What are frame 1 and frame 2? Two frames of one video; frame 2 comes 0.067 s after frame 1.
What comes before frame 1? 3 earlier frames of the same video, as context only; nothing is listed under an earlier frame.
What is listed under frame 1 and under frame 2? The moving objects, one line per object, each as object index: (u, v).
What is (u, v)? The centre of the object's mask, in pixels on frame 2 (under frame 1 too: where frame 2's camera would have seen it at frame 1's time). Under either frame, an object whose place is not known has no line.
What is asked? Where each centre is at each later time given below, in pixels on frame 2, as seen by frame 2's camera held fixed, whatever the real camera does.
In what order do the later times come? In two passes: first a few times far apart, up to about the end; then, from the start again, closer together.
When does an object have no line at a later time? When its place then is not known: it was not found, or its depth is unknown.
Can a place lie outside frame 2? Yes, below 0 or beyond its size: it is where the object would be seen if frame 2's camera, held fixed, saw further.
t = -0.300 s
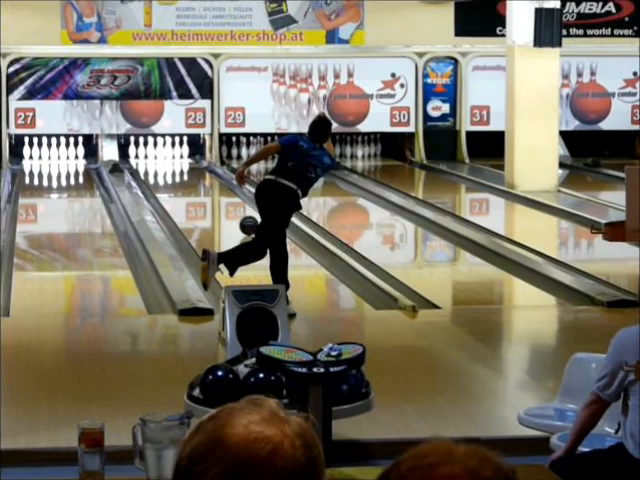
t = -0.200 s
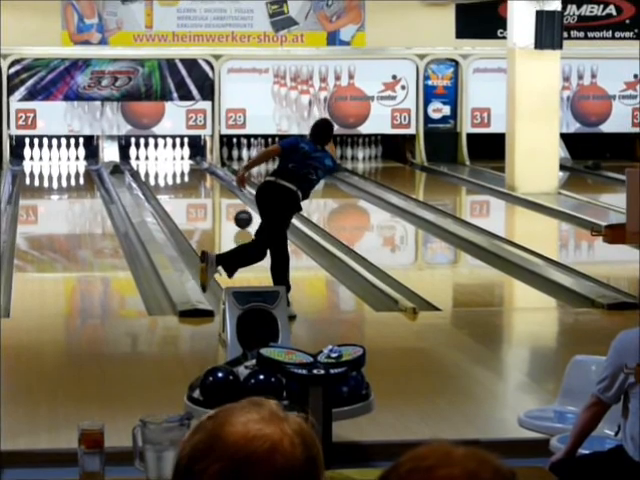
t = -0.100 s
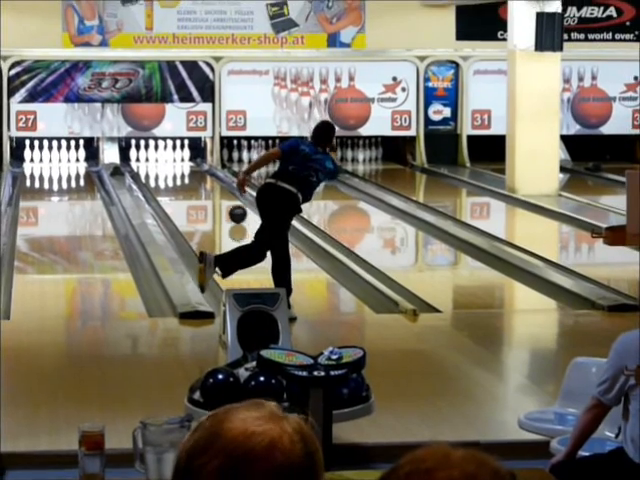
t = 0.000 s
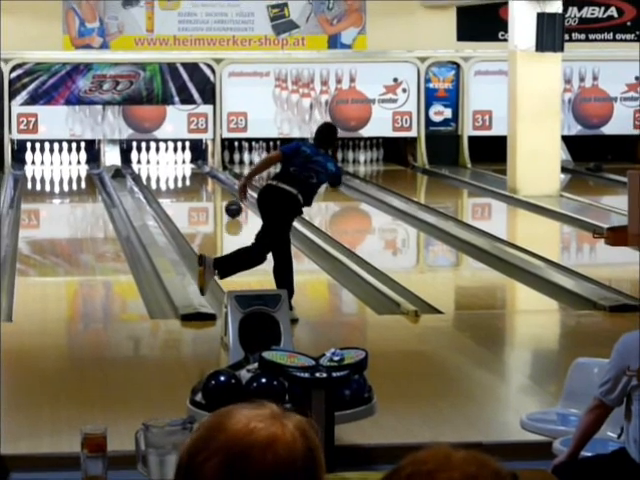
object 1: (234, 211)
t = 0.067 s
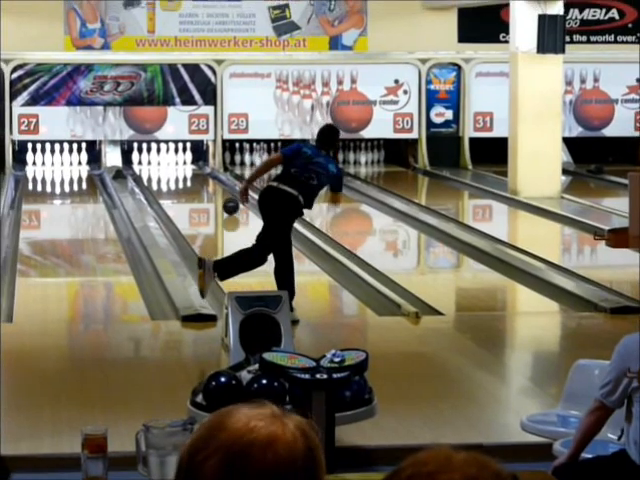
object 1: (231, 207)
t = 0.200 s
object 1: (224, 200)
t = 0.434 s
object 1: (213, 192)
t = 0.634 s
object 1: (204, 180)
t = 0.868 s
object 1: (191, 171)
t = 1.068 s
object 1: (177, 166)
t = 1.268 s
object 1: (165, 161)
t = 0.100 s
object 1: (229, 205)
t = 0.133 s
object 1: (228, 203)
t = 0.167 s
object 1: (226, 202)
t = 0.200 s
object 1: (224, 200)
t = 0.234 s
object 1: (222, 198)
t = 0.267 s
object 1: (221, 197)
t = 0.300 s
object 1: (220, 195)
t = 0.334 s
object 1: (218, 195)
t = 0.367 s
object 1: (216, 195)
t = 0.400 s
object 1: (215, 194)
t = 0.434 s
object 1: (213, 192)
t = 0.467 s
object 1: (212, 188)
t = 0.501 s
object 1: (210, 186)
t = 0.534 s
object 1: (208, 185)
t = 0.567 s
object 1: (207, 183)
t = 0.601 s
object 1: (205, 182)
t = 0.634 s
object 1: (204, 180)
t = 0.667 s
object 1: (202, 179)
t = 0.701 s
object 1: (200, 177)
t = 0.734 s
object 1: (199, 177)
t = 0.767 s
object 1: (197, 175)
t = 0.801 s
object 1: (195, 174)
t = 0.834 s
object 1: (193, 172)
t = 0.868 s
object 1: (191, 171)
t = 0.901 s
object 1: (189, 171)
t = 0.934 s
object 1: (187, 169)
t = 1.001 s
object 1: (182, 167)
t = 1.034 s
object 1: (180, 166)
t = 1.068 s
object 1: (177, 166)
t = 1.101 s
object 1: (174, 164)
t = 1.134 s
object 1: (172, 164)
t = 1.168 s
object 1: (170, 163)
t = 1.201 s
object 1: (167, 162)
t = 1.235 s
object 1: (167, 162)
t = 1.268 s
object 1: (165, 161)
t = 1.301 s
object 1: (163, 161)
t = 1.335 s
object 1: (162, 161)
